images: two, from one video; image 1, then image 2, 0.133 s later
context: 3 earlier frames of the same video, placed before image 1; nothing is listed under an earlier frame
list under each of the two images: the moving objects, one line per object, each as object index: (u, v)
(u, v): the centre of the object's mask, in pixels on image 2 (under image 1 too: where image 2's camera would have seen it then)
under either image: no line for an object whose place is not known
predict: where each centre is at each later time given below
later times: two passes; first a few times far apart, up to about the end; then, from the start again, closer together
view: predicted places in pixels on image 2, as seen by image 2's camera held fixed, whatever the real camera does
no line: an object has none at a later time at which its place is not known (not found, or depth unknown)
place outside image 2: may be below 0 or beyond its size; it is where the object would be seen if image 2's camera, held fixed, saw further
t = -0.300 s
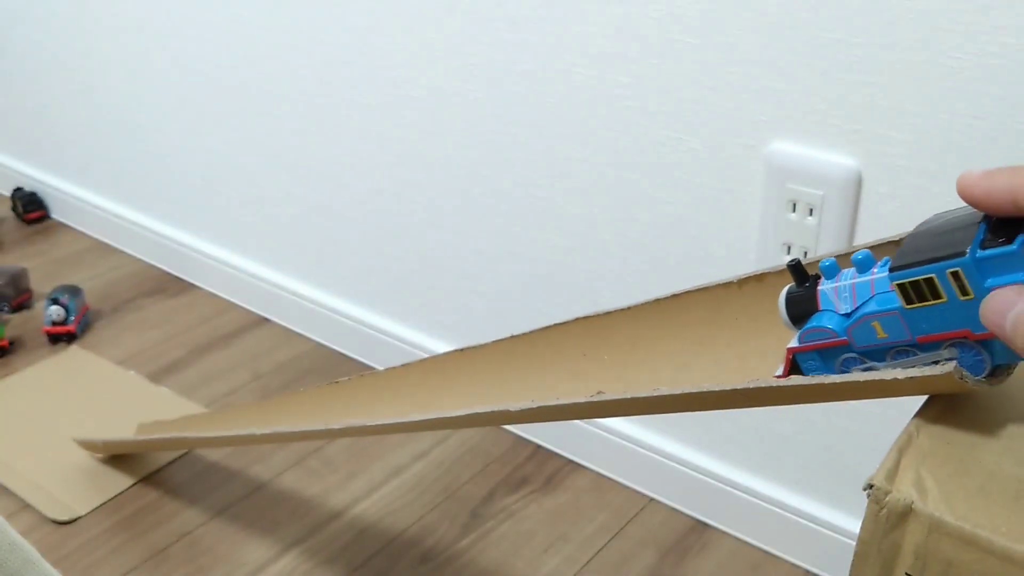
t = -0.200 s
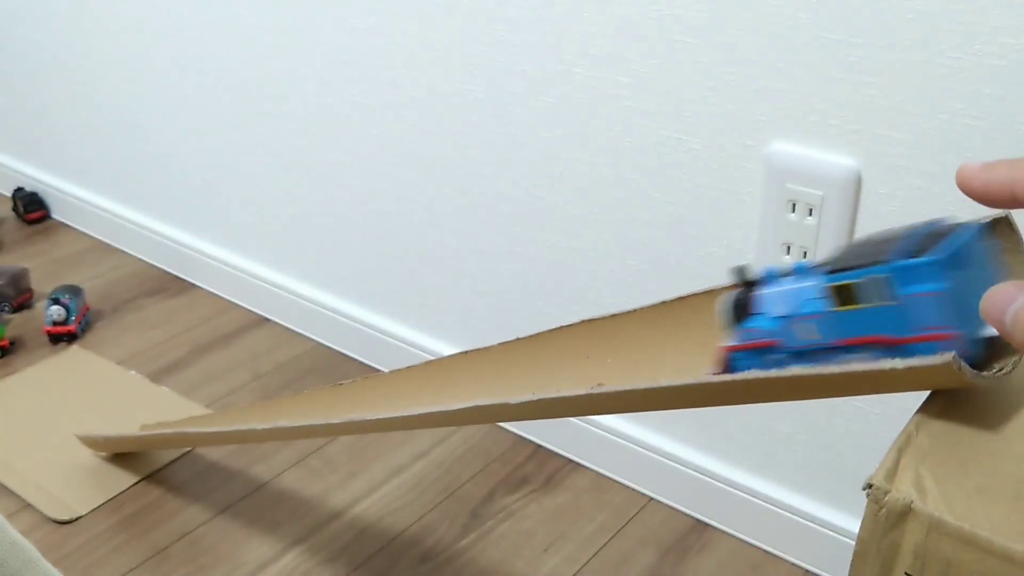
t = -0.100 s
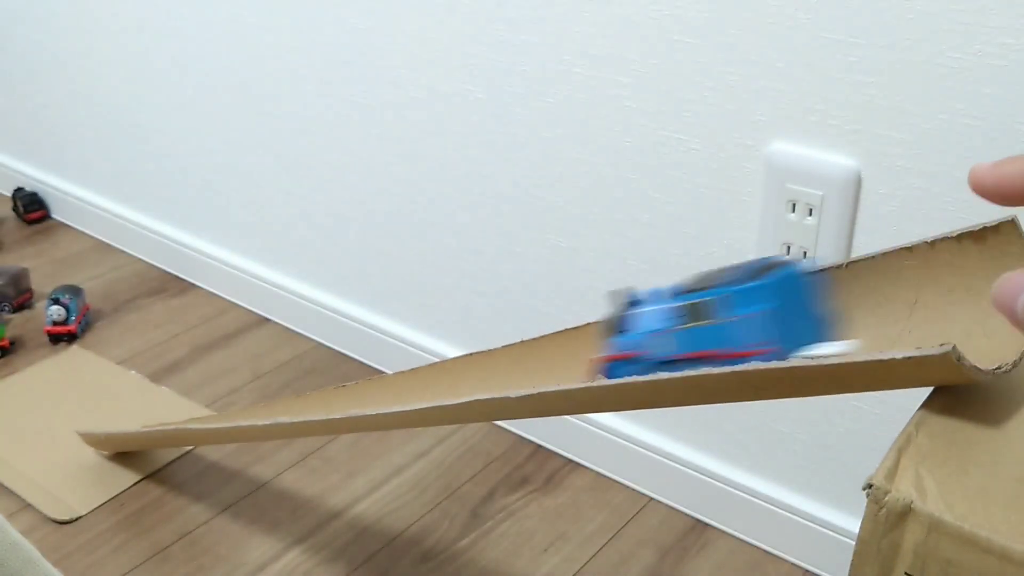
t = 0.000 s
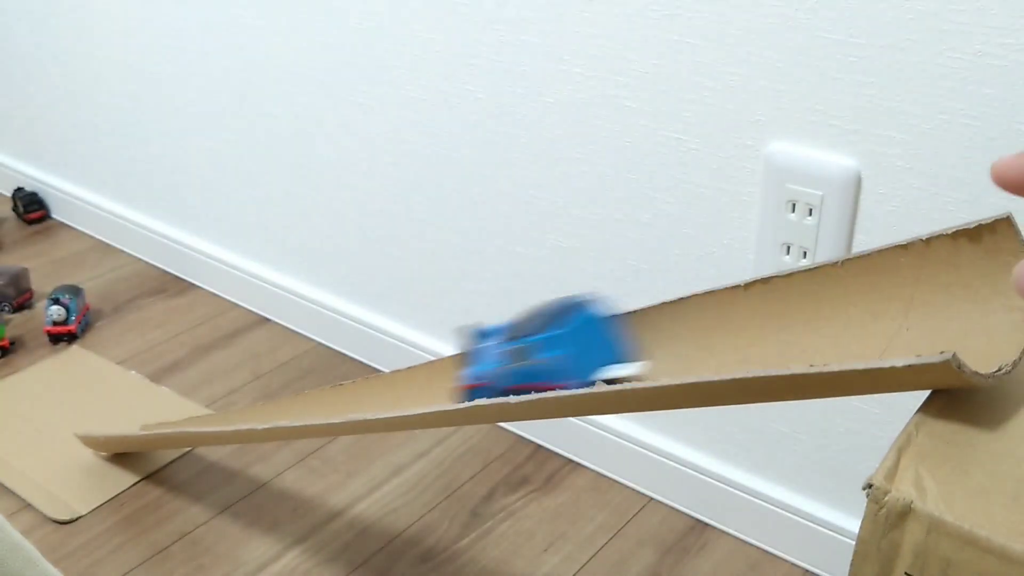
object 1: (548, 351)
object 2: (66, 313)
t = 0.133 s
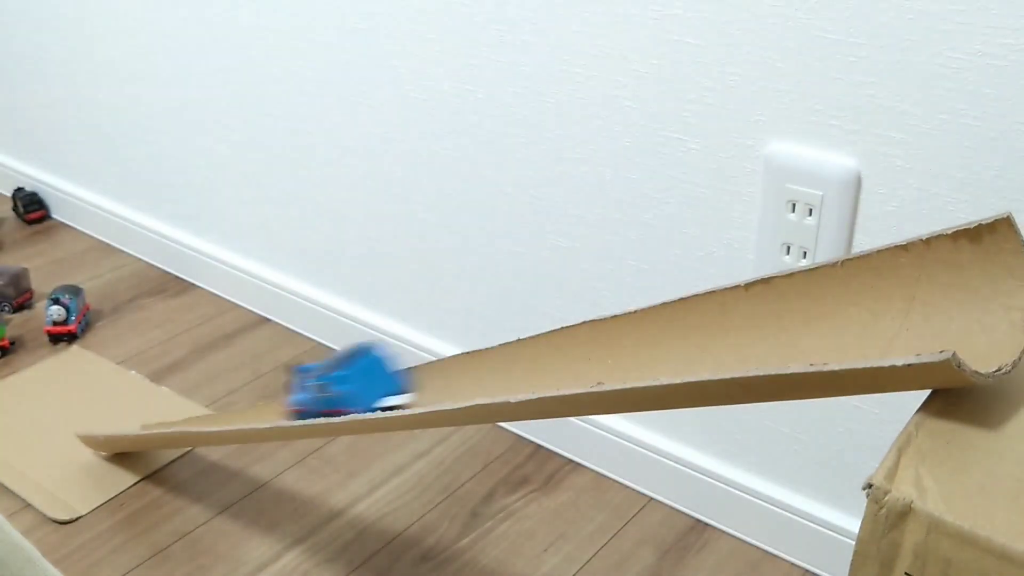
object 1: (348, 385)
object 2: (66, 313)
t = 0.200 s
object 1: (269, 395)
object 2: (66, 314)
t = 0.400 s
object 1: (89, 394)
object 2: (66, 314)
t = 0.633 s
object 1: (24, 329)
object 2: (80, 300)
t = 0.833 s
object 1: (18, 324)
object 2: (93, 283)
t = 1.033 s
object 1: (17, 325)
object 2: (102, 273)
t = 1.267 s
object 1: (18, 324)
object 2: (105, 270)
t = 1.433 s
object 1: (18, 324)
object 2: (105, 270)
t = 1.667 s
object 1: (18, 324)
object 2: (105, 270)
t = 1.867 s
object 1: (18, 324)
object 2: (105, 270)
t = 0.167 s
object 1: (308, 389)
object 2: (66, 314)
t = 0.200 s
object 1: (269, 395)
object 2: (66, 314)
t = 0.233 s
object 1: (231, 400)
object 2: (66, 314)
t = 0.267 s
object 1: (197, 405)
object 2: (66, 314)
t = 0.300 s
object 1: (163, 410)
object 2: (66, 314)
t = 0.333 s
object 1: (133, 414)
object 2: (66, 314)
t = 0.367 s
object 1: (106, 408)
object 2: (66, 314)
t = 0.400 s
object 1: (89, 394)
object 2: (66, 314)
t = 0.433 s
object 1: (75, 373)
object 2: (66, 314)
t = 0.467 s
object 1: (63, 361)
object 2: (67, 311)
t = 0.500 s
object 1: (50, 353)
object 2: (67, 310)
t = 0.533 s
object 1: (41, 340)
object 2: (68, 308)
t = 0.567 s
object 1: (34, 334)
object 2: (72, 306)
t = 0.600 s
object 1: (28, 331)
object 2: (76, 303)
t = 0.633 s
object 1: (24, 329)
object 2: (80, 300)
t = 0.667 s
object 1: (22, 327)
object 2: (82, 297)
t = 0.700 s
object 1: (21, 324)
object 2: (85, 294)
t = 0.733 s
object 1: (19, 324)
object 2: (87, 291)
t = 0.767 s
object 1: (18, 325)
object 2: (89, 288)
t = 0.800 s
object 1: (18, 325)
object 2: (91, 285)
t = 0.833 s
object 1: (18, 324)
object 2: (93, 283)
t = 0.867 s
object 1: (18, 325)
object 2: (95, 281)
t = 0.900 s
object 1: (18, 325)
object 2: (97, 279)
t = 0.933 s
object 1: (18, 324)
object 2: (99, 277)
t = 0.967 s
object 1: (18, 324)
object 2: (100, 276)
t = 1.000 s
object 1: (17, 325)
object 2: (100, 274)
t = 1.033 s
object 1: (17, 325)
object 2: (102, 273)
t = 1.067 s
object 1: (17, 324)
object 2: (103, 272)
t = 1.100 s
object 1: (17, 324)
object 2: (103, 271)
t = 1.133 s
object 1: (17, 324)
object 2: (104, 270)
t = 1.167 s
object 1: (17, 324)
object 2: (104, 270)
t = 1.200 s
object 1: (18, 324)
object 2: (104, 270)
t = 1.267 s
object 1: (18, 324)
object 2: (105, 270)
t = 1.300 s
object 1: (18, 324)
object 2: (105, 270)
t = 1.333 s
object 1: (18, 324)
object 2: (105, 270)
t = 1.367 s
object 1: (18, 324)
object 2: (105, 270)
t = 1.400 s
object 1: (18, 324)
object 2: (105, 270)
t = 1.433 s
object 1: (18, 324)
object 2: (105, 270)
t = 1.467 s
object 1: (18, 324)
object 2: (105, 270)
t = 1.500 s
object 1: (18, 324)
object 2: (105, 270)
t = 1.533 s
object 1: (18, 324)
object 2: (105, 270)
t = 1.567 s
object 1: (18, 324)
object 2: (105, 270)
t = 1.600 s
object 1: (18, 324)
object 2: (105, 270)
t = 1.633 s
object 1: (18, 324)
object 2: (105, 270)
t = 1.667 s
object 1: (18, 324)
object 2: (105, 270)
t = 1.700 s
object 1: (18, 324)
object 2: (105, 270)
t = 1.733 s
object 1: (18, 324)
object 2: (105, 270)
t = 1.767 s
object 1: (18, 324)
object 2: (105, 270)
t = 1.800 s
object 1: (18, 324)
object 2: (105, 270)
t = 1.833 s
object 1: (18, 324)
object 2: (105, 270)
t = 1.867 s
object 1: (18, 324)
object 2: (105, 270)
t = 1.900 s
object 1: (18, 324)
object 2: (105, 270)
